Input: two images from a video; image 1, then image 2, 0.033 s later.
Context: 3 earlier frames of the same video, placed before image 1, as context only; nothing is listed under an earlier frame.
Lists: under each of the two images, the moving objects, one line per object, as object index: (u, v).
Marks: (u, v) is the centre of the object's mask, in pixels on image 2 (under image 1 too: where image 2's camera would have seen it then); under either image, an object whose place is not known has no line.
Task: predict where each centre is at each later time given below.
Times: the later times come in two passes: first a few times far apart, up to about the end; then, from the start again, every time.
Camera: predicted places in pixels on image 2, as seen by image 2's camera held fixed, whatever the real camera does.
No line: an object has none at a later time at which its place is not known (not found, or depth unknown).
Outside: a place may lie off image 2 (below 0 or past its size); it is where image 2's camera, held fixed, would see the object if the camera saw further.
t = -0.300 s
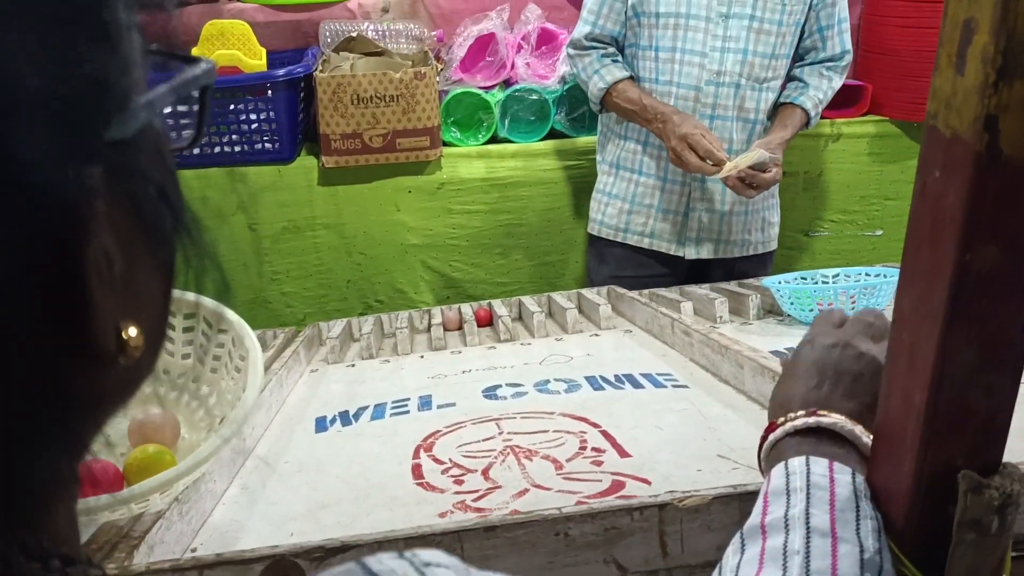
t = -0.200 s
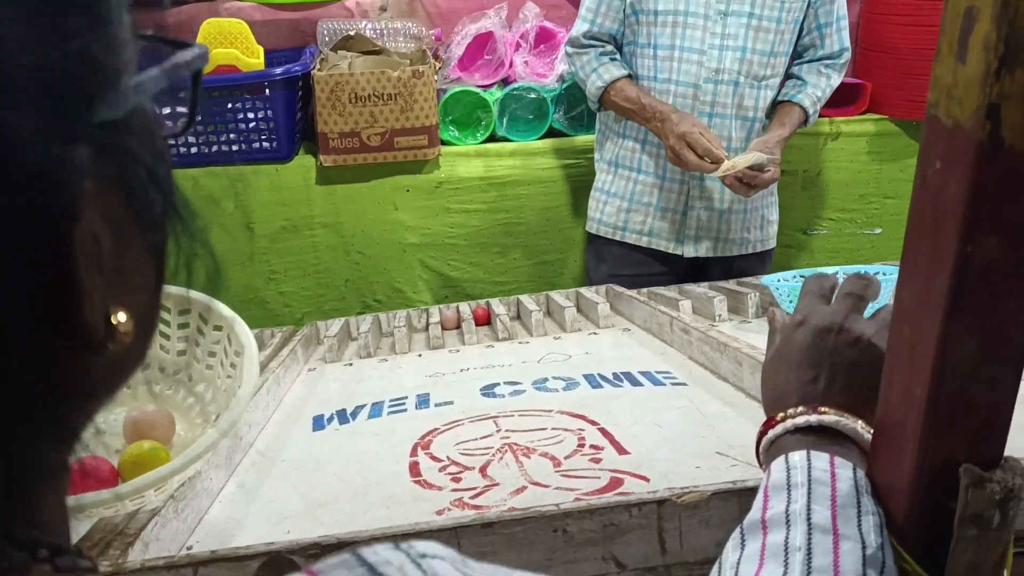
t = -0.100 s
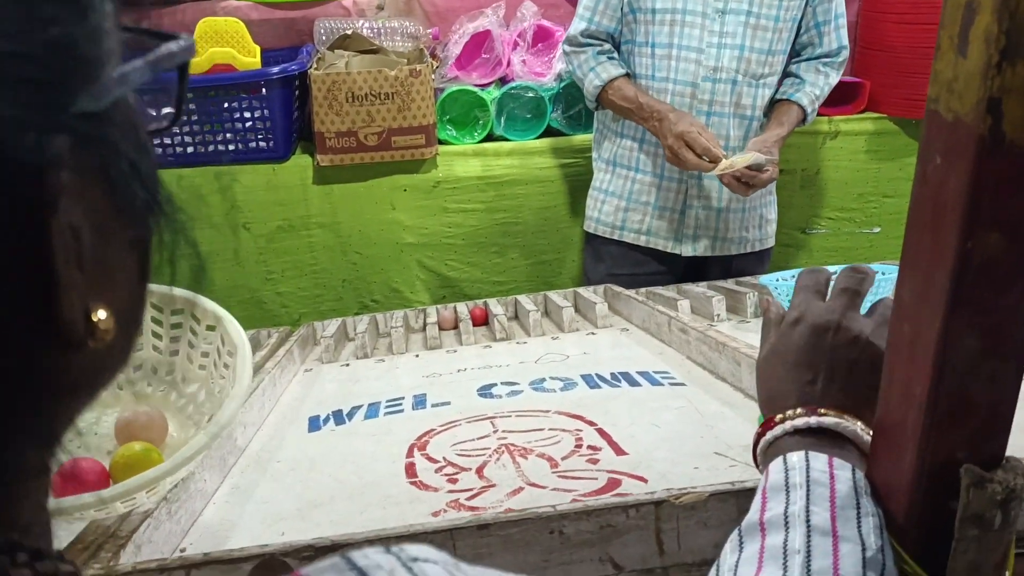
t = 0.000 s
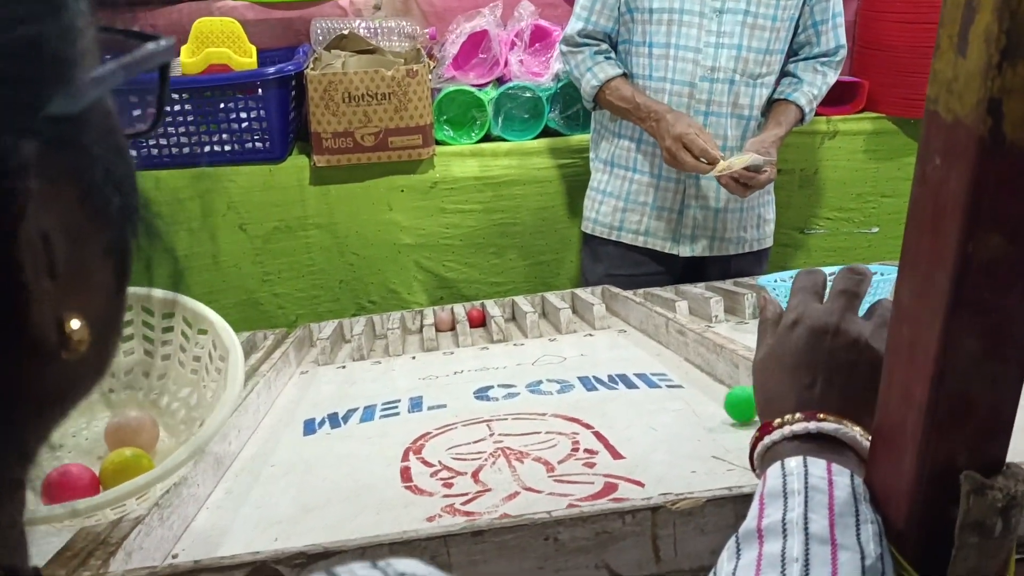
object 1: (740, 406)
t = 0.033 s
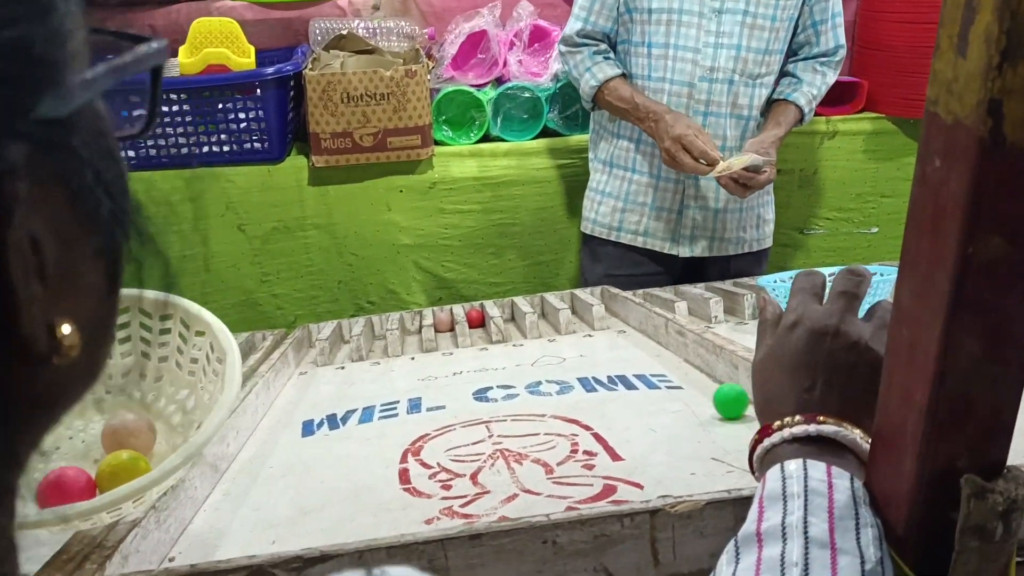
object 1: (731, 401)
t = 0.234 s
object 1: (663, 360)
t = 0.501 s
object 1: (584, 321)
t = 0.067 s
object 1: (718, 393)
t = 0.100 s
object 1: (707, 387)
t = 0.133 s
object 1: (696, 381)
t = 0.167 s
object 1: (684, 374)
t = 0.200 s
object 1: (673, 368)
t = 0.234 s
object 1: (663, 360)
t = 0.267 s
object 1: (652, 356)
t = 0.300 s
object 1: (641, 350)
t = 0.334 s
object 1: (632, 345)
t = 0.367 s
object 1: (622, 340)
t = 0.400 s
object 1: (612, 335)
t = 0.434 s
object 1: (603, 330)
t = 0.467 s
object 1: (595, 325)
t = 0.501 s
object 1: (584, 321)
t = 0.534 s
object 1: (566, 322)
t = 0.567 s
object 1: (549, 328)
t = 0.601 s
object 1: (529, 327)
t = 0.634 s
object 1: (511, 331)
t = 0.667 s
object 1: (508, 334)
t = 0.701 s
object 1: (503, 338)
